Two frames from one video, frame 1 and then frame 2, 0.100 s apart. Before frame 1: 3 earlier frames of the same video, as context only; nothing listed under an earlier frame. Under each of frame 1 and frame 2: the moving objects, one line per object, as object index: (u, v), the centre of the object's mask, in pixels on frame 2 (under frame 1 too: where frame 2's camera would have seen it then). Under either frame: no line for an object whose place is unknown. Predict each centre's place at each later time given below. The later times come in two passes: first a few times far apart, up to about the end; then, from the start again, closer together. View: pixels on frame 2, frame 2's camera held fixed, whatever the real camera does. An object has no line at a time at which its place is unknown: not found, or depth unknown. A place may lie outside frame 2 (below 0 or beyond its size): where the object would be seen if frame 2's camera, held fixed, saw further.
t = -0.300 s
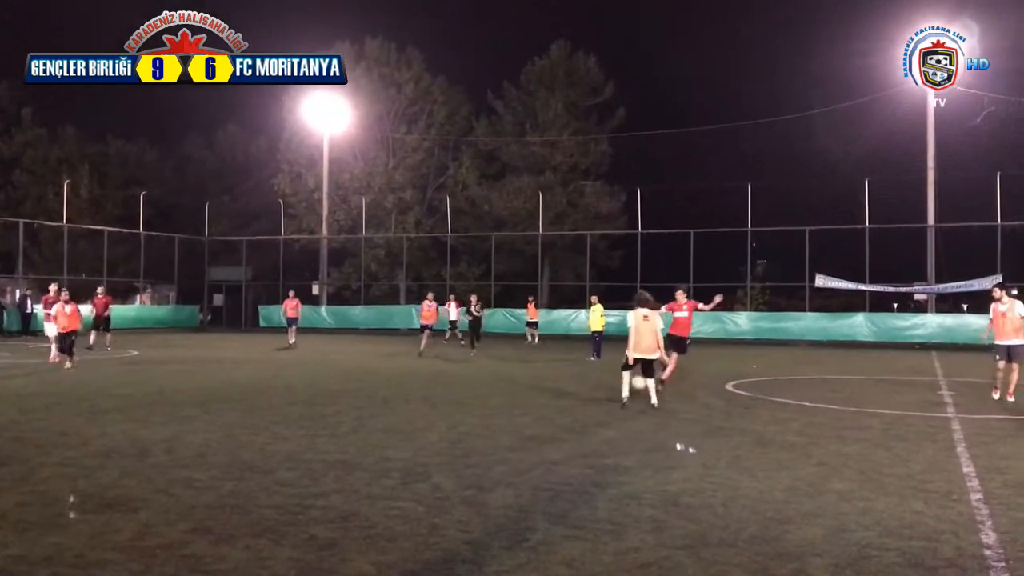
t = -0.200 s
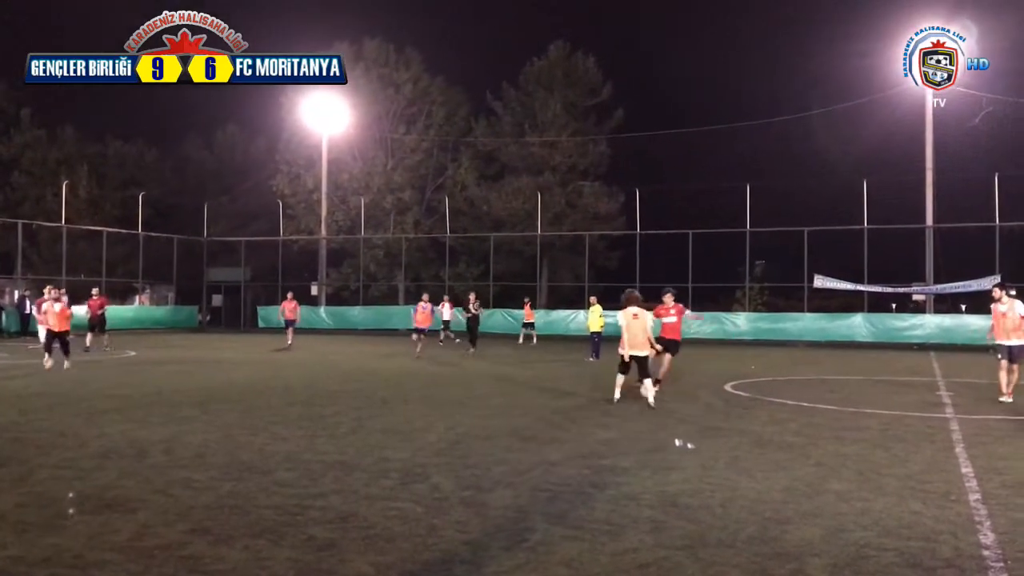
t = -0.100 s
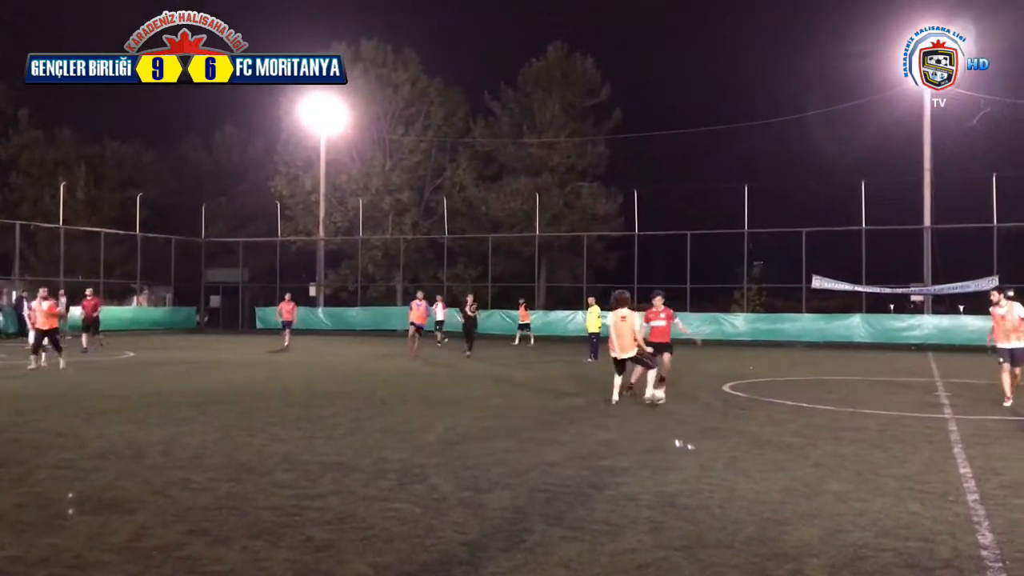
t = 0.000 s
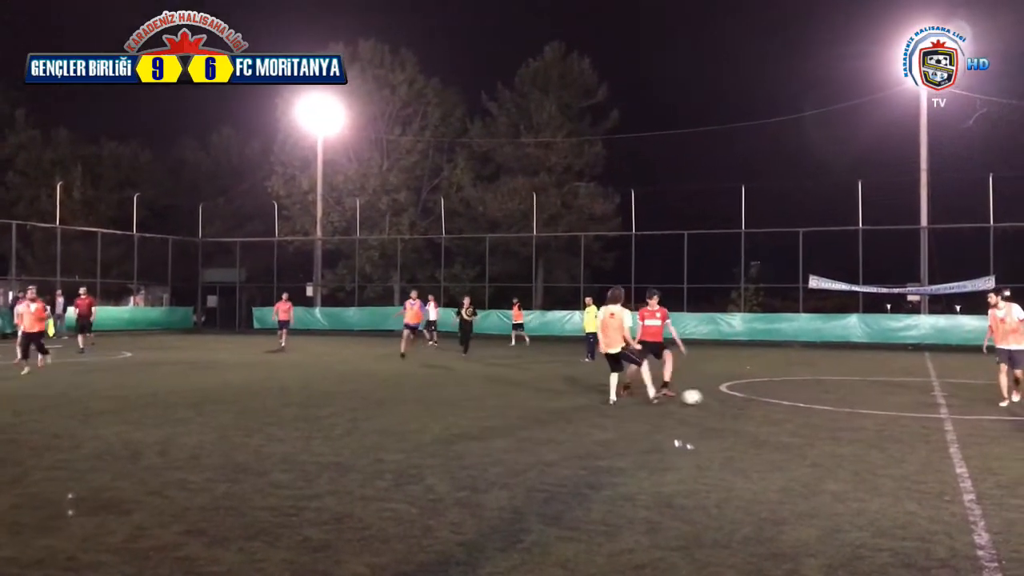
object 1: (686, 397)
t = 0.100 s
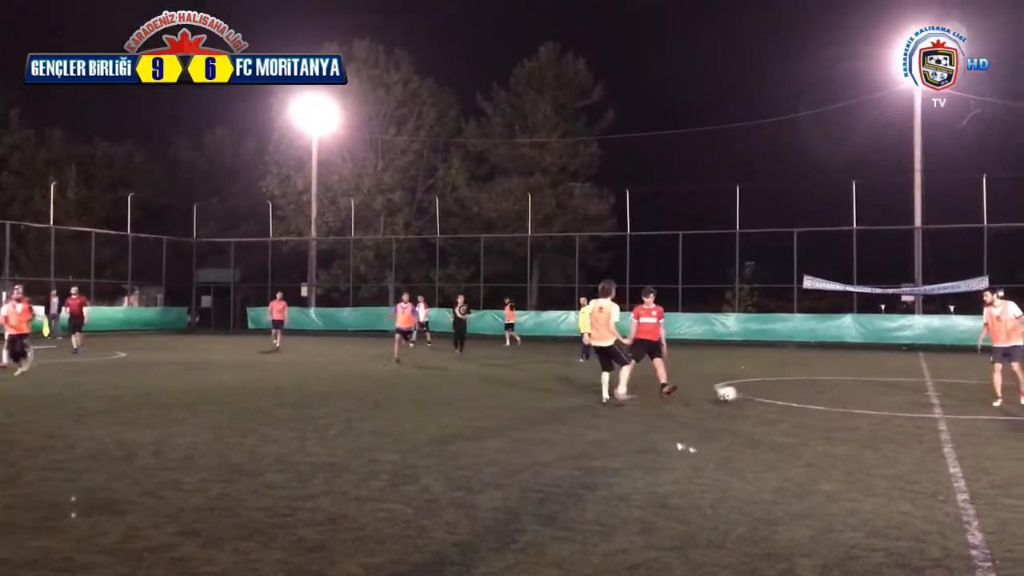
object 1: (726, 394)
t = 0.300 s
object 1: (796, 392)
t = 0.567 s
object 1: (873, 390)
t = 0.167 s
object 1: (752, 394)
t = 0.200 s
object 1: (763, 393)
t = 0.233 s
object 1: (774, 392)
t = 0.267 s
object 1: (785, 391)
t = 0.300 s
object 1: (796, 392)
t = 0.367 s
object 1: (817, 392)
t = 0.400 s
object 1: (826, 392)
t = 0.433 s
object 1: (835, 392)
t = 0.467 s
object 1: (845, 392)
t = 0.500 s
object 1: (854, 391)
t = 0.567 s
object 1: (873, 390)
